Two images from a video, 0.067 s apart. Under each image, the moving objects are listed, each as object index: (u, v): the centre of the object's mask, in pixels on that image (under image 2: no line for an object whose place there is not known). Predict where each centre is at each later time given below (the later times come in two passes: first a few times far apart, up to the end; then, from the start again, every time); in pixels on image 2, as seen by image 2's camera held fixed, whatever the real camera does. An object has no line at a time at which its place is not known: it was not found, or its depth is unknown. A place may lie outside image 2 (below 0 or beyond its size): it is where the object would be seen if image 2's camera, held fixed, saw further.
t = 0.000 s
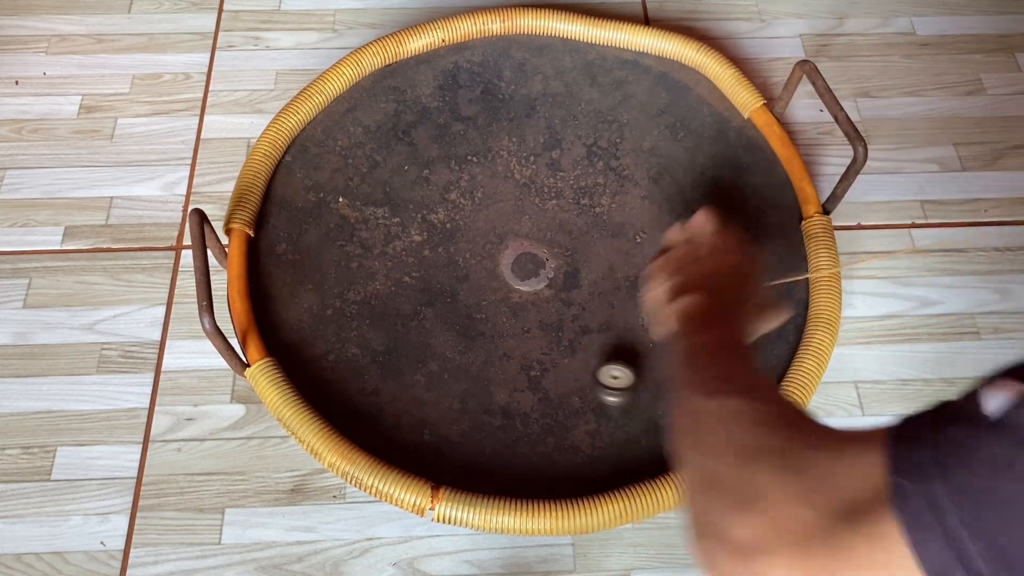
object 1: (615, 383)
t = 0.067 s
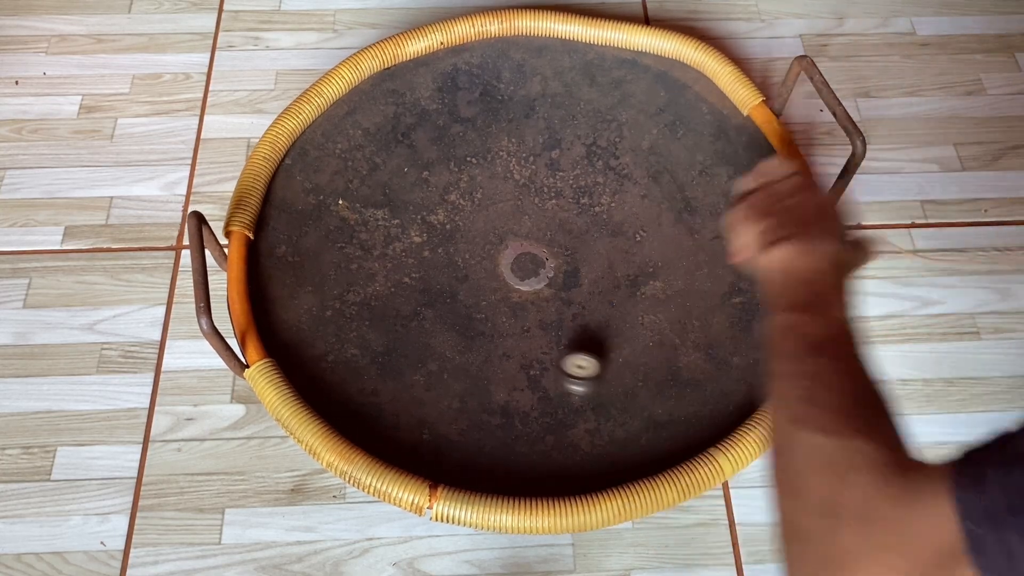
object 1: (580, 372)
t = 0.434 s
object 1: (361, 307)
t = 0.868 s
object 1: (385, 307)
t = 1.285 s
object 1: (491, 276)
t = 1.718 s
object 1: (457, 194)
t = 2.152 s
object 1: (446, 183)
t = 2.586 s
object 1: (500, 191)
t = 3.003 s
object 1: (530, 161)
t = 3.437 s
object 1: (539, 203)
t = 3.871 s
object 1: (638, 179)
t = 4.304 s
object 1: (546, 276)
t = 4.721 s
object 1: (700, 330)
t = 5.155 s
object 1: (565, 193)
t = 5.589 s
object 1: (424, 395)
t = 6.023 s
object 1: (696, 297)
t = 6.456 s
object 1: (377, 146)
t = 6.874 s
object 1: (448, 438)
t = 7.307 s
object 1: (670, 106)
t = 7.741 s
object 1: (294, 225)
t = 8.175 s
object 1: (768, 348)
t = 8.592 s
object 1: (436, 70)
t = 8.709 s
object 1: (304, 155)
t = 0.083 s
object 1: (570, 369)
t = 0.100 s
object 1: (559, 365)
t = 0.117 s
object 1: (548, 362)
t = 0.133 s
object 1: (537, 357)
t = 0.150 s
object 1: (526, 354)
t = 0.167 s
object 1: (514, 350)
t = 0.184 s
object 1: (504, 345)
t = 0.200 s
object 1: (492, 342)
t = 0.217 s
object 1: (481, 338)
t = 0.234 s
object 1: (471, 335)
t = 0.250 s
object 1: (460, 331)
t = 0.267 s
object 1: (449, 328)
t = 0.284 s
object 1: (439, 325)
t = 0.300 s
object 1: (428, 322)
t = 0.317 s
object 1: (419, 320)
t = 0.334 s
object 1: (409, 317)
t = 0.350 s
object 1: (400, 315)
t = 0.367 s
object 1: (391, 314)
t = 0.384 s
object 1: (383, 311)
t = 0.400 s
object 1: (374, 310)
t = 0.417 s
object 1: (368, 309)
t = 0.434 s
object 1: (361, 307)
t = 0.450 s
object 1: (354, 307)
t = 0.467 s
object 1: (349, 306)
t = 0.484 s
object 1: (345, 307)
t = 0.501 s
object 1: (340, 307)
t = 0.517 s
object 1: (337, 308)
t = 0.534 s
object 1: (334, 309)
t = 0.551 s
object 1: (331, 310)
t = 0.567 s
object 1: (329, 311)
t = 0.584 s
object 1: (328, 313)
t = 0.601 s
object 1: (327, 314)
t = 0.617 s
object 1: (327, 314)
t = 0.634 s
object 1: (327, 314)
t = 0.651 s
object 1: (328, 314)
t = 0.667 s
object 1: (330, 313)
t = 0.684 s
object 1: (332, 312)
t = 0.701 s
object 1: (336, 311)
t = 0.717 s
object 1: (338, 311)
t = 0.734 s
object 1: (342, 309)
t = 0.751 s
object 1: (346, 309)
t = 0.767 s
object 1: (351, 308)
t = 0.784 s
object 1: (355, 308)
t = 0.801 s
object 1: (361, 309)
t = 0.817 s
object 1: (367, 308)
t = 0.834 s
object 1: (373, 308)
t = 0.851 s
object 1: (379, 307)
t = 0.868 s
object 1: (385, 307)
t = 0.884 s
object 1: (392, 306)
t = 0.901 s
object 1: (398, 305)
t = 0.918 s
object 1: (404, 303)
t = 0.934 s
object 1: (411, 302)
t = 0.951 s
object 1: (417, 301)
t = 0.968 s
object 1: (423, 300)
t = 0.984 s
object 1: (430, 299)
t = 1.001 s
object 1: (437, 299)
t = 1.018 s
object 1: (442, 298)
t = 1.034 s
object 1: (448, 298)
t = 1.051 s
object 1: (453, 297)
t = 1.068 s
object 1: (458, 296)
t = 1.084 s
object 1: (463, 295)
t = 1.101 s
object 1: (467, 294)
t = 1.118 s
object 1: (471, 293)
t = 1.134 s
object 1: (474, 292)
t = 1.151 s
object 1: (478, 291)
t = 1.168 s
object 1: (481, 289)
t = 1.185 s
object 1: (483, 288)
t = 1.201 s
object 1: (486, 285)
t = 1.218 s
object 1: (487, 284)
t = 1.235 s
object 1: (488, 282)
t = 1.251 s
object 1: (490, 280)
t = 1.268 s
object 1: (491, 278)
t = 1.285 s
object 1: (491, 276)
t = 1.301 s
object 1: (490, 272)
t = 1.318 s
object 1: (489, 270)
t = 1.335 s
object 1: (488, 267)
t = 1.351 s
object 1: (487, 264)
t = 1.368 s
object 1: (486, 261)
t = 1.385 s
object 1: (485, 259)
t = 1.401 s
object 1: (483, 256)
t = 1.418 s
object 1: (482, 254)
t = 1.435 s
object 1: (481, 252)
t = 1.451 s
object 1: (479, 247)
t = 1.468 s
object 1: (479, 244)
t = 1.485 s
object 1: (477, 240)
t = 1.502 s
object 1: (475, 237)
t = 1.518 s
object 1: (474, 233)
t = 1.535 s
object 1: (472, 229)
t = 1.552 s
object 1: (471, 226)
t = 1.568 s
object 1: (470, 222)
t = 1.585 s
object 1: (469, 219)
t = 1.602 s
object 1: (467, 215)
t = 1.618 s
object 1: (466, 212)
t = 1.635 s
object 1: (465, 208)
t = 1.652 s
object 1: (463, 205)
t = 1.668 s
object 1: (462, 202)
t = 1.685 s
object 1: (460, 199)
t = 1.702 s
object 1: (459, 197)
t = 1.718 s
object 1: (457, 194)
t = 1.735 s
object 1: (456, 192)
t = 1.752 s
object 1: (454, 191)
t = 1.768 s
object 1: (453, 188)
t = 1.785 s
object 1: (450, 186)
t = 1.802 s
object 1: (449, 184)
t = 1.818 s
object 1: (447, 183)
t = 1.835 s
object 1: (447, 182)
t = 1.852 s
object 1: (445, 180)
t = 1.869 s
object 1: (444, 179)
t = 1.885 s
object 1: (443, 178)
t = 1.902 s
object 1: (442, 177)
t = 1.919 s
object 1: (442, 176)
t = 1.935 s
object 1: (442, 175)
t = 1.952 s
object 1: (441, 175)
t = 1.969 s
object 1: (441, 174)
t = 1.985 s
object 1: (441, 174)
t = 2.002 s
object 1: (441, 174)
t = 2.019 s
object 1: (441, 174)
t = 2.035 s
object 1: (442, 175)
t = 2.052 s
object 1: (443, 175)
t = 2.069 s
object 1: (443, 176)
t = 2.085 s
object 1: (443, 177)
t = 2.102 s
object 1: (444, 178)
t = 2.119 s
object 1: (445, 180)
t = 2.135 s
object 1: (445, 182)
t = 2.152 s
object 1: (446, 183)
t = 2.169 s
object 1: (446, 185)
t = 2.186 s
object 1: (447, 187)
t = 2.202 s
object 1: (449, 189)
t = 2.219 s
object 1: (451, 190)
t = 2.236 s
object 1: (453, 192)
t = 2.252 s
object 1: (455, 193)
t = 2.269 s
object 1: (457, 193)
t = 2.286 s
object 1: (459, 194)
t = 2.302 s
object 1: (462, 195)
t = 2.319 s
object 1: (464, 195)
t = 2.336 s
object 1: (467, 196)
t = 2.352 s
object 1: (470, 196)
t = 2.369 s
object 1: (472, 195)
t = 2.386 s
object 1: (475, 195)
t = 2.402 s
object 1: (477, 195)
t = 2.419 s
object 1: (480, 194)
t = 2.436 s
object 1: (481, 194)
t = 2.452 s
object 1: (484, 194)
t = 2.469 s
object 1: (487, 194)
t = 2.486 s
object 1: (488, 194)
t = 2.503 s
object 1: (491, 193)
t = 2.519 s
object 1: (493, 193)
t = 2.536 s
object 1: (495, 193)
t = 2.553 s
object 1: (496, 193)
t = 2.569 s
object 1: (498, 192)
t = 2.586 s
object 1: (500, 191)
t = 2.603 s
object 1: (503, 190)
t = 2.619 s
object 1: (504, 190)
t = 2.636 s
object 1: (506, 190)
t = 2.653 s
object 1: (507, 189)
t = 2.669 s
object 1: (508, 188)
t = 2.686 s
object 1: (510, 187)
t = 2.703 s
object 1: (512, 186)
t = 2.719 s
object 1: (513, 185)
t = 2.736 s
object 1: (514, 184)
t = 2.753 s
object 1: (515, 182)
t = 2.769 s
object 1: (516, 181)
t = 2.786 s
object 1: (517, 180)
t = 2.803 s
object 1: (518, 179)
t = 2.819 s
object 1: (519, 177)
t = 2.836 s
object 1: (520, 176)
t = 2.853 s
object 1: (521, 175)
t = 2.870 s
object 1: (521, 174)
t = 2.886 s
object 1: (522, 172)
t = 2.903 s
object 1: (523, 171)
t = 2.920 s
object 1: (525, 169)
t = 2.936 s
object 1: (526, 168)
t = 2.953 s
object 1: (528, 166)
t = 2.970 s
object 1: (529, 165)
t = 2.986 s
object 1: (530, 163)
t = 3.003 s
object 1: (530, 161)
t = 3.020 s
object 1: (530, 160)
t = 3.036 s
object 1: (530, 159)
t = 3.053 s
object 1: (530, 159)
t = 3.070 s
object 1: (529, 159)
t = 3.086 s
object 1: (528, 159)
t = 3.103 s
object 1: (527, 159)
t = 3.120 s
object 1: (526, 160)
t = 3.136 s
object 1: (524, 160)
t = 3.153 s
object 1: (523, 161)
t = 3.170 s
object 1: (522, 162)
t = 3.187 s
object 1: (522, 163)
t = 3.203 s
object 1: (522, 165)
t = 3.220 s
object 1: (521, 166)
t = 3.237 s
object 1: (521, 167)
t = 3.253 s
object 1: (520, 168)
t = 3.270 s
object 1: (521, 169)
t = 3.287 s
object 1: (521, 171)
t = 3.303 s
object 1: (522, 175)
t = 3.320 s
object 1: (523, 178)
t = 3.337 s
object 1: (525, 182)
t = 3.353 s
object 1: (526, 185)
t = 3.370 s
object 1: (528, 189)
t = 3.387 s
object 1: (530, 192)
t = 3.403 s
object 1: (533, 196)
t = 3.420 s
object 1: (536, 199)
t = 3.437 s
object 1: (539, 203)
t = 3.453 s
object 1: (544, 206)
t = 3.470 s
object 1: (549, 208)
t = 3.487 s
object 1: (554, 211)
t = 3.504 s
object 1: (560, 213)
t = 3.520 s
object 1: (567, 215)
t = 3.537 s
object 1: (573, 216)
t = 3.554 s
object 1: (579, 217)
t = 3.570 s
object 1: (585, 218)
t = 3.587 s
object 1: (591, 218)
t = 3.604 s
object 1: (598, 218)
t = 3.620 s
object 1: (604, 218)
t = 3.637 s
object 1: (610, 217)
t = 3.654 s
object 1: (616, 215)
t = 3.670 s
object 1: (621, 213)
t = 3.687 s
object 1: (625, 212)
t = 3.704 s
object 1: (628, 208)
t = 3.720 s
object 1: (633, 206)
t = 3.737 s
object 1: (635, 203)
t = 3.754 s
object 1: (638, 200)
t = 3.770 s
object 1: (640, 196)
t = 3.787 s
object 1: (641, 193)
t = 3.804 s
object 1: (642, 190)
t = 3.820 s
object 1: (641, 187)
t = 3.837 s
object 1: (641, 184)
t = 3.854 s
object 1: (639, 181)
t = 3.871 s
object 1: (638, 179)
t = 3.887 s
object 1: (635, 176)
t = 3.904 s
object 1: (633, 174)
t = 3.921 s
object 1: (629, 172)
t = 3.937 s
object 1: (625, 169)
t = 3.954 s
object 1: (622, 169)
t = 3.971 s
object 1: (617, 168)
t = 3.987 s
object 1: (611, 168)
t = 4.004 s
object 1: (605, 169)
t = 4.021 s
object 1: (598, 169)
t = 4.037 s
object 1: (593, 170)
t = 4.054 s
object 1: (587, 173)
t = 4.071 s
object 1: (581, 176)
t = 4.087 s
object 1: (575, 180)
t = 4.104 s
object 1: (570, 184)
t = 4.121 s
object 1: (564, 190)
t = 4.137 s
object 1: (559, 197)
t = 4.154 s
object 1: (555, 203)
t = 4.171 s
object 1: (551, 209)
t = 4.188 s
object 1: (548, 217)
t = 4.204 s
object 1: (546, 224)
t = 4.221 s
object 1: (544, 233)
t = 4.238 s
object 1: (543, 241)
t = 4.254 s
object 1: (542, 249)
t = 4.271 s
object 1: (543, 258)
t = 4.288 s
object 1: (545, 267)
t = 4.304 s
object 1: (546, 276)
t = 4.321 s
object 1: (548, 284)
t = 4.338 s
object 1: (550, 292)
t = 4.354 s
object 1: (555, 301)
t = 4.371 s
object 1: (558, 308)
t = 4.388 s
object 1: (562, 315)
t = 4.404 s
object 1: (567, 321)
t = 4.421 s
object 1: (573, 327)
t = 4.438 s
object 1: (578, 333)
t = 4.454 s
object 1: (584, 337)
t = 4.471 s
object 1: (591, 340)
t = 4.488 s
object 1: (598, 343)
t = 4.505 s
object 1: (605, 346)
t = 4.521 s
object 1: (613, 348)
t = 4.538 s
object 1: (621, 349)
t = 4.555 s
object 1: (629, 350)
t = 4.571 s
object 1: (637, 350)
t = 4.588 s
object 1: (646, 350)
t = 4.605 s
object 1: (654, 349)
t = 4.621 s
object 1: (662, 348)
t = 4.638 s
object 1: (668, 346)
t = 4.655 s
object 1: (676, 344)
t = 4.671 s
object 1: (682, 341)
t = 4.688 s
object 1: (689, 338)
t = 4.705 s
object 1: (695, 335)
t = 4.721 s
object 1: (700, 330)
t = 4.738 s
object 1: (705, 326)
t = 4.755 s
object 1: (710, 320)
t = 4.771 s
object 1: (713, 314)
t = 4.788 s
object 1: (717, 308)
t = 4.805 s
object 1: (719, 301)
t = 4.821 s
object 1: (720, 294)
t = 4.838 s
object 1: (720, 287)
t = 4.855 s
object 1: (720, 280)
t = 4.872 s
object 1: (719, 272)
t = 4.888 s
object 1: (718, 264)
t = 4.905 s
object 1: (714, 256)
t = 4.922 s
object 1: (710, 247)
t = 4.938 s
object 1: (705, 240)
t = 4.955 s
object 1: (699, 232)
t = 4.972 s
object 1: (692, 226)
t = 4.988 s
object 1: (684, 220)
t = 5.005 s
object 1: (675, 214)
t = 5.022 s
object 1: (665, 209)
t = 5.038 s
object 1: (654, 204)
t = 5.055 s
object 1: (642, 201)
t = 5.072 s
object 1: (630, 198)
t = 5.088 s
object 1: (618, 195)
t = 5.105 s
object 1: (606, 193)
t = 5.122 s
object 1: (592, 192)
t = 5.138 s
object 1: (579, 192)
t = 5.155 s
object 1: (565, 193)
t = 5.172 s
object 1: (552, 194)
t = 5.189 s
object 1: (538, 196)
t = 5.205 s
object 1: (525, 198)
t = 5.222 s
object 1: (511, 201)
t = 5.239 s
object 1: (499, 205)
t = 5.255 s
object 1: (487, 210)
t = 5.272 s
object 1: (474, 216)
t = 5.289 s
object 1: (464, 223)
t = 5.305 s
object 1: (453, 230)
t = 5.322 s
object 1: (443, 238)
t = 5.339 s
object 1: (434, 246)
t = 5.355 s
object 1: (425, 255)
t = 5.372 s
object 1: (418, 264)
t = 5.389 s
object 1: (411, 274)
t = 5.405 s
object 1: (406, 284)
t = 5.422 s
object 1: (402, 295)
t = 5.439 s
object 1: (399, 305)
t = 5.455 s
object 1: (397, 315)
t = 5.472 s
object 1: (398, 325)
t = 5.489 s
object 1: (398, 337)
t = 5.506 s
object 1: (399, 347)
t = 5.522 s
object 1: (402, 357)
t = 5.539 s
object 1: (405, 367)
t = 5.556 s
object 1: (410, 376)
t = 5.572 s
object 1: (416, 385)
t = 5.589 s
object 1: (424, 395)
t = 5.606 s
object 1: (432, 403)
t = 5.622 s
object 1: (442, 411)
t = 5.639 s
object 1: (452, 419)
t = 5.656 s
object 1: (463, 425)
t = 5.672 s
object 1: (476, 432)
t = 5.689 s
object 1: (489, 437)
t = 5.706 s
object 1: (502, 441)
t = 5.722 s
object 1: (516, 444)
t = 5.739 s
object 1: (531, 445)
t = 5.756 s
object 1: (546, 444)
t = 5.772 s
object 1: (561, 443)
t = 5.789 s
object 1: (576, 440)
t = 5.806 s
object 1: (591, 437)
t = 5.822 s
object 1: (605, 433)
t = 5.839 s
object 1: (619, 428)
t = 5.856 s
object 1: (633, 420)
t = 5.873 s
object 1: (645, 411)
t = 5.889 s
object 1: (656, 402)
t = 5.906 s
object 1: (665, 390)
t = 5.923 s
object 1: (674, 378)
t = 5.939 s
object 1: (682, 366)
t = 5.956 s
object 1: (687, 353)
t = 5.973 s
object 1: (692, 340)
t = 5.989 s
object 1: (694, 326)
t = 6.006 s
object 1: (696, 311)
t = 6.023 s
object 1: (696, 297)
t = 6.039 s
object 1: (695, 282)
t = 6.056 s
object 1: (692, 269)
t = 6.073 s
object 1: (687, 255)
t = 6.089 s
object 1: (681, 242)
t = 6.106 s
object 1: (674, 229)
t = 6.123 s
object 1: (665, 216)
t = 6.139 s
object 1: (655, 205)
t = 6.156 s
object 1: (645, 193)
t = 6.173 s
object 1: (634, 183)
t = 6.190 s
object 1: (621, 173)
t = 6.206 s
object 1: (608, 164)
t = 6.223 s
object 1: (594, 156)
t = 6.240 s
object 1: (579, 150)
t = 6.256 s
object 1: (565, 144)
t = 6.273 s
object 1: (549, 139)
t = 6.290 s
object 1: (533, 135)
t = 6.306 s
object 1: (516, 131)
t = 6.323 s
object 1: (501, 129)
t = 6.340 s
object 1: (485, 128)
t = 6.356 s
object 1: (468, 128)
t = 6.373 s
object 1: (452, 128)
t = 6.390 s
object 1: (437, 129)
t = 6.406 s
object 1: (420, 132)
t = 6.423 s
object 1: (406, 135)
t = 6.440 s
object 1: (391, 140)
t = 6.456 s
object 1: (377, 146)
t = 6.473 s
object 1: (363, 153)
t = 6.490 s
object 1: (350, 160)
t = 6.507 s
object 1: (337, 169)
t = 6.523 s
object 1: (326, 178)
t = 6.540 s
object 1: (315, 189)
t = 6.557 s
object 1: (306, 199)
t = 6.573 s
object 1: (297, 211)
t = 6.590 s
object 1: (290, 224)
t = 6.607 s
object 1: (284, 238)
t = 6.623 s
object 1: (280, 253)
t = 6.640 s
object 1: (278, 267)
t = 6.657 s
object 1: (278, 282)
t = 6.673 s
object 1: (280, 298)
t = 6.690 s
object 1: (284, 314)
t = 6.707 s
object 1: (289, 328)
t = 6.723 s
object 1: (297, 343)
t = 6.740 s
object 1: (307, 358)
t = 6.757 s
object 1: (319, 372)
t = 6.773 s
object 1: (332, 385)
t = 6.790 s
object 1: (347, 398)
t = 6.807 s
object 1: (365, 408)
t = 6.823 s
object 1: (384, 417)
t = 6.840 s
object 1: (404, 425)
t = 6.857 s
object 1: (426, 432)
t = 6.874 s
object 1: (448, 438)
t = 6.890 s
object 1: (471, 440)
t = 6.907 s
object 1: (494, 441)
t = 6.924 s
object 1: (518, 439)
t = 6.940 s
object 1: (540, 436)
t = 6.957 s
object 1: (564, 430)
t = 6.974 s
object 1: (585, 423)
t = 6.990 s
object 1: (606, 414)
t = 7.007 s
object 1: (625, 402)
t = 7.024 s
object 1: (643, 389)
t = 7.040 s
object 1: (659, 376)
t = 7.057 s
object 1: (674, 360)
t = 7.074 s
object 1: (686, 343)
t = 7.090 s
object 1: (698, 327)
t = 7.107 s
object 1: (706, 309)
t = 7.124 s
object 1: (713, 291)
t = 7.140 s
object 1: (718, 273)
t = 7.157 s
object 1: (721, 254)
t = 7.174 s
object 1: (722, 236)
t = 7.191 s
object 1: (721, 218)
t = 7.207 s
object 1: (719, 201)
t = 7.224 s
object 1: (714, 183)
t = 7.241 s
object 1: (708, 166)
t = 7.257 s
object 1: (700, 149)
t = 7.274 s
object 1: (691, 133)
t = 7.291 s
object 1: (681, 119)
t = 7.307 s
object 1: (670, 106)
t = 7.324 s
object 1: (658, 93)
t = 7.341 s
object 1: (644, 82)
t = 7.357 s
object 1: (629, 71)
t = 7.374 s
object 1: (615, 64)
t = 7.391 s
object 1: (599, 56)
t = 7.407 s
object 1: (582, 49)
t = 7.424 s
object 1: (563, 46)
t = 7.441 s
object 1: (545, 47)
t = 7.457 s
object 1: (526, 46)
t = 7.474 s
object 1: (508, 47)
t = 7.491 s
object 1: (490, 48)
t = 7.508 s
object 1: (472, 50)
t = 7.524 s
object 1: (453, 55)
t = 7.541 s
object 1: (435, 61)
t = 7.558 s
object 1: (418, 68)
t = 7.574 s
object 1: (400, 76)
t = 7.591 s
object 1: (384, 86)
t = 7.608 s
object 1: (369, 96)
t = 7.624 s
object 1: (355, 109)
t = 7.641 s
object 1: (342, 121)
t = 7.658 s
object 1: (329, 136)
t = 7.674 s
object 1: (318, 151)
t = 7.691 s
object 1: (310, 168)
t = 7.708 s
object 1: (302, 187)
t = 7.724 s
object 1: (297, 206)
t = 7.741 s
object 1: (294, 225)
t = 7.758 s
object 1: (293, 245)
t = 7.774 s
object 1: (294, 266)
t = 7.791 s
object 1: (298, 286)
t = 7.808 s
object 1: (304, 307)
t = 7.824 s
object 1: (312, 327)
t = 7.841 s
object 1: (324, 347)
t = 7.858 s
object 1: (338, 367)
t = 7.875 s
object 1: (354, 385)
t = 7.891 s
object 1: (373, 402)
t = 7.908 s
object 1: (394, 416)
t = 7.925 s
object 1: (417, 429)
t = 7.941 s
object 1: (441, 440)
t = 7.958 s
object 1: (467, 449)
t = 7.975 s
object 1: (493, 457)
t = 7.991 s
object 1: (520, 462)
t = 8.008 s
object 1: (548, 464)
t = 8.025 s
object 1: (575, 464)
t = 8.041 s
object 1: (603, 462)
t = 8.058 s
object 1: (629, 454)
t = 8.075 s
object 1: (653, 443)
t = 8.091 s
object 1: (677, 431)
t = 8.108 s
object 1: (699, 417)
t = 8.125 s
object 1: (719, 402)
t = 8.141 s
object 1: (737, 386)
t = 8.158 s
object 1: (754, 369)
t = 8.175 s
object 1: (768, 348)
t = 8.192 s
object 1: (779, 329)
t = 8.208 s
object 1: (784, 306)
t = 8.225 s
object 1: (788, 285)
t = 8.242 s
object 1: (787, 261)
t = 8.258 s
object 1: (784, 241)
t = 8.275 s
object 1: (780, 218)
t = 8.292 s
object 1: (774, 197)
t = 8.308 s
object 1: (766, 180)
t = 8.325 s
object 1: (755, 160)
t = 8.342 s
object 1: (742, 141)
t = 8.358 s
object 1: (728, 124)
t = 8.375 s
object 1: (714, 109)
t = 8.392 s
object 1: (698, 95)
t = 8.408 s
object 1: (681, 81)
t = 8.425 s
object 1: (662, 69)
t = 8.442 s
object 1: (642, 60)
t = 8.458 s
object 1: (619, 58)
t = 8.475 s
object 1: (596, 56)
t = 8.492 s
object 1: (573, 55)
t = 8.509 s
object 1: (550, 54)
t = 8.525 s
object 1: (527, 54)
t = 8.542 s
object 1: (504, 56)
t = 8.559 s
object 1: (481, 59)
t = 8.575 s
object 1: (458, 63)
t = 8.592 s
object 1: (436, 70)
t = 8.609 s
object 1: (413, 77)
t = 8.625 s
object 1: (392, 85)
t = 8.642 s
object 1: (372, 95)
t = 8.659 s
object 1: (352, 108)
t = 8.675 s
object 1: (334, 121)
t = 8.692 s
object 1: (317, 137)
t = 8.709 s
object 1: (304, 155)
